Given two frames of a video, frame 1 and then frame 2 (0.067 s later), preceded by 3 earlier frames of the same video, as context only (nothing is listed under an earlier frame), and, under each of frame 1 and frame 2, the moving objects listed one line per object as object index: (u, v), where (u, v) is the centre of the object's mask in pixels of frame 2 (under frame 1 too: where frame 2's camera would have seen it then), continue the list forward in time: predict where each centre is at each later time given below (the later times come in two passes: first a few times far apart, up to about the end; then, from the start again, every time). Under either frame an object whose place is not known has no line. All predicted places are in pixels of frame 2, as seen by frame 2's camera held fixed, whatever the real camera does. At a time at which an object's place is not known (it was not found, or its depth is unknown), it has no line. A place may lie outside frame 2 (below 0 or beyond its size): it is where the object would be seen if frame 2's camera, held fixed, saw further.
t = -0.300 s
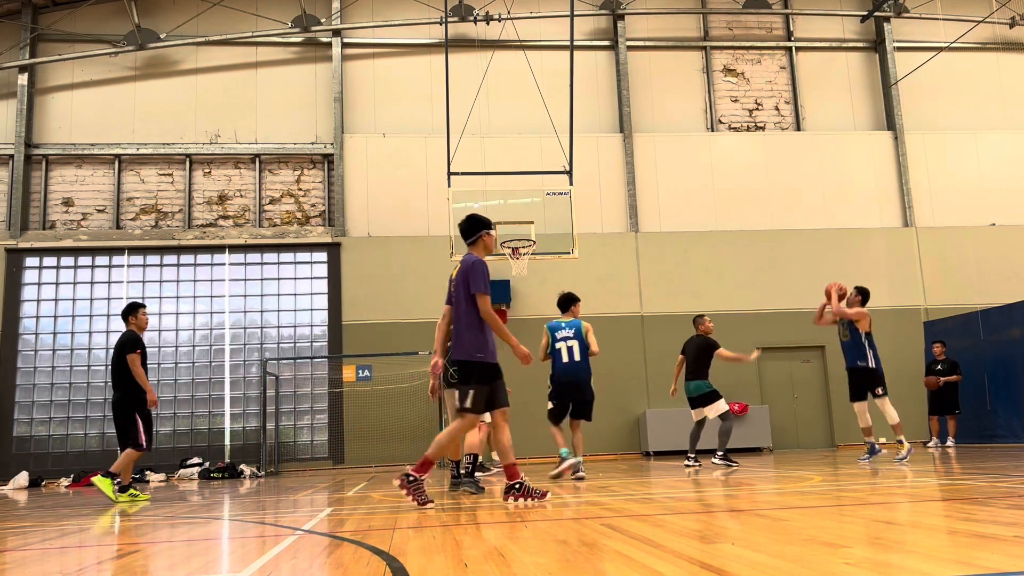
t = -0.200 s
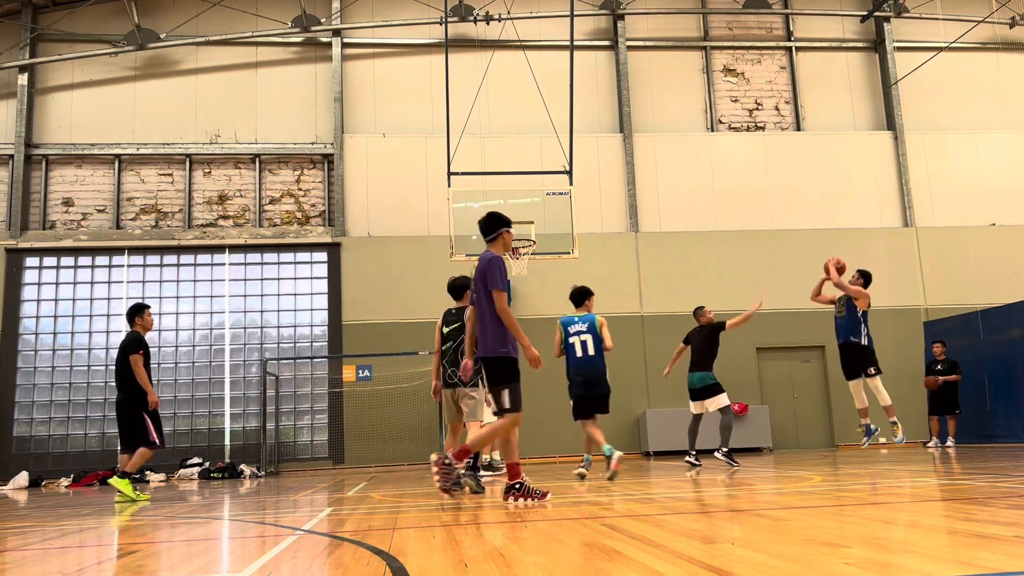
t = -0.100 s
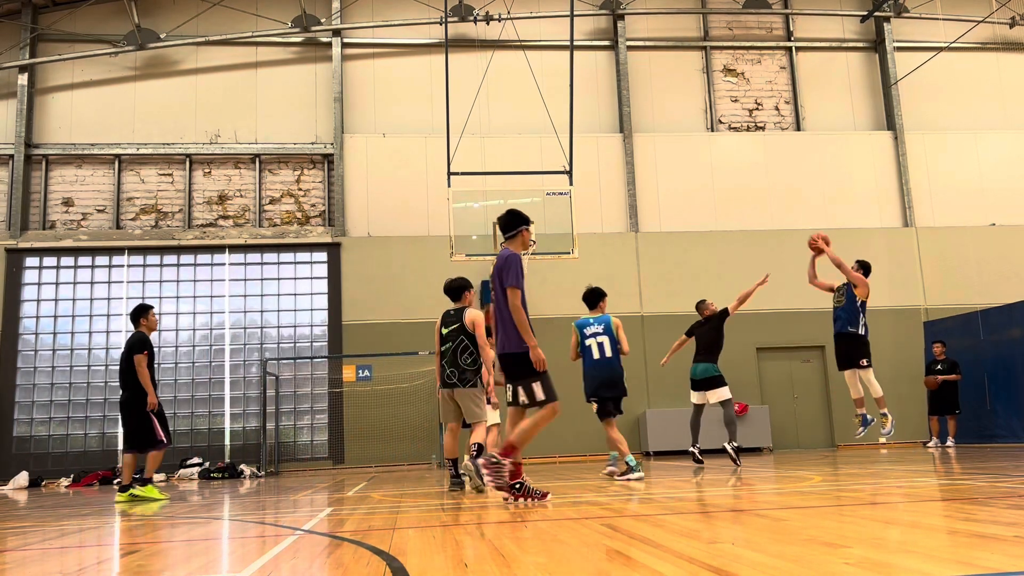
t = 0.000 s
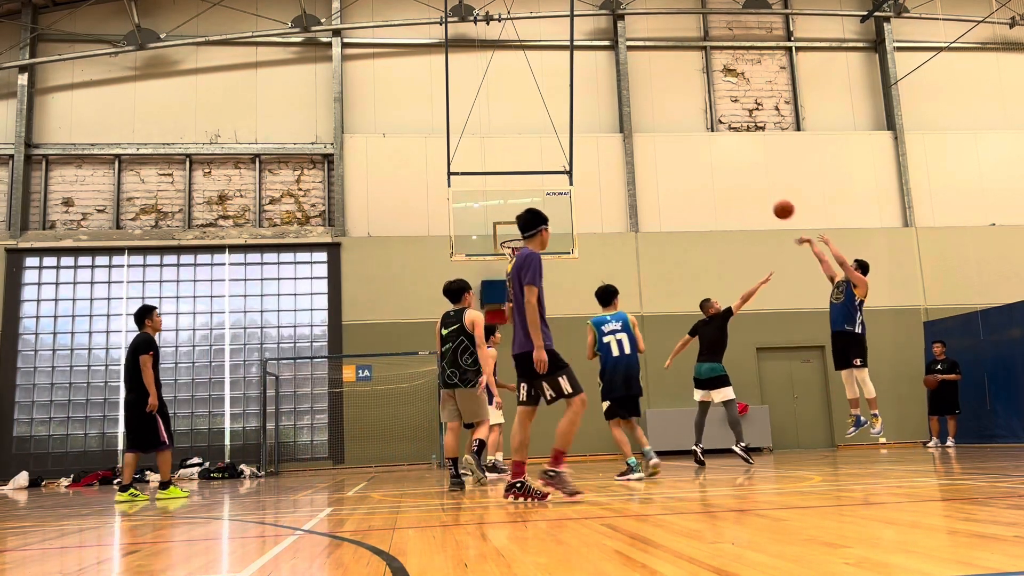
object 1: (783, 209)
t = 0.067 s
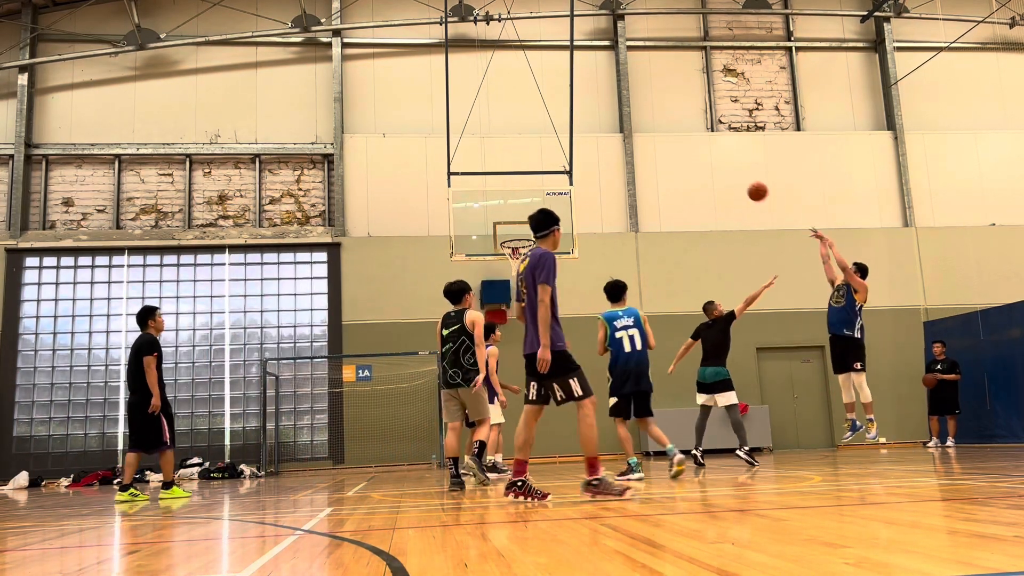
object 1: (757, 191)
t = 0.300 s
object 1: (675, 158)
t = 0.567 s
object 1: (594, 170)
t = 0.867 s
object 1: (515, 238)
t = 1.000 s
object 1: (530, 250)
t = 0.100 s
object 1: (745, 184)
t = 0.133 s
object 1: (732, 177)
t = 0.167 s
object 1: (720, 172)
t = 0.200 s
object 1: (709, 167)
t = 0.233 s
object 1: (697, 163)
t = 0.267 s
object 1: (686, 160)
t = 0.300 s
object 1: (675, 158)
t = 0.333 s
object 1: (664, 156)
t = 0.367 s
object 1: (653, 156)
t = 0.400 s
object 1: (643, 156)
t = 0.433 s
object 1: (633, 158)
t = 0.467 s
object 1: (623, 159)
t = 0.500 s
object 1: (614, 162)
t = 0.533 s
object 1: (604, 165)
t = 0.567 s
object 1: (594, 170)
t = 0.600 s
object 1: (585, 175)
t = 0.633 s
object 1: (576, 180)
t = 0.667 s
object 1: (567, 187)
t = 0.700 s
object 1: (558, 194)
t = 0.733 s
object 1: (548, 202)
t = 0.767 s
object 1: (540, 210)
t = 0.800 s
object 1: (532, 219)
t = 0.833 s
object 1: (523, 229)
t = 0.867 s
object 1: (515, 238)
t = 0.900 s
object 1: (514, 247)
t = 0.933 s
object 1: (518, 249)
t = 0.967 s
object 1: (529, 250)
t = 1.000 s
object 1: (530, 250)
